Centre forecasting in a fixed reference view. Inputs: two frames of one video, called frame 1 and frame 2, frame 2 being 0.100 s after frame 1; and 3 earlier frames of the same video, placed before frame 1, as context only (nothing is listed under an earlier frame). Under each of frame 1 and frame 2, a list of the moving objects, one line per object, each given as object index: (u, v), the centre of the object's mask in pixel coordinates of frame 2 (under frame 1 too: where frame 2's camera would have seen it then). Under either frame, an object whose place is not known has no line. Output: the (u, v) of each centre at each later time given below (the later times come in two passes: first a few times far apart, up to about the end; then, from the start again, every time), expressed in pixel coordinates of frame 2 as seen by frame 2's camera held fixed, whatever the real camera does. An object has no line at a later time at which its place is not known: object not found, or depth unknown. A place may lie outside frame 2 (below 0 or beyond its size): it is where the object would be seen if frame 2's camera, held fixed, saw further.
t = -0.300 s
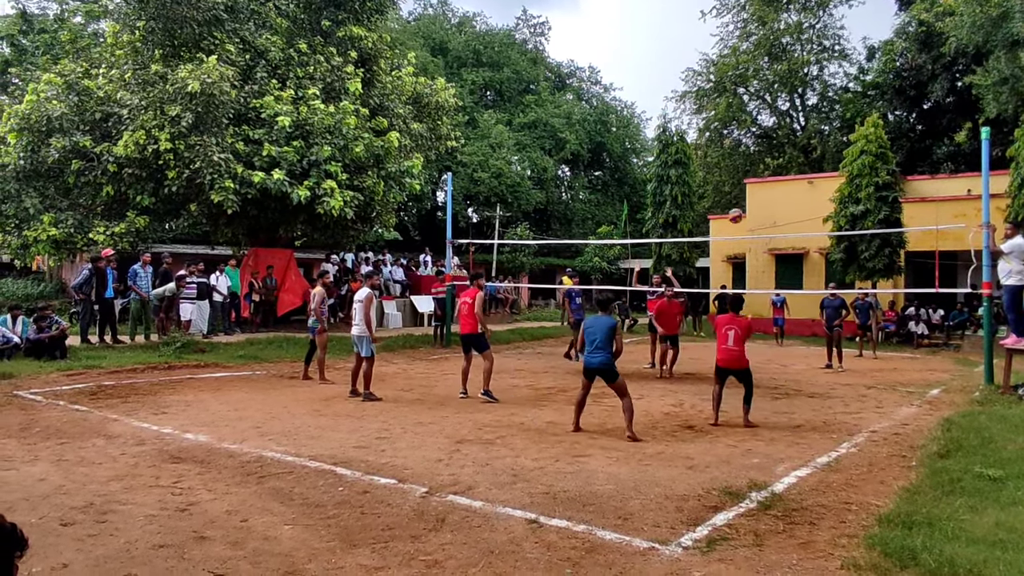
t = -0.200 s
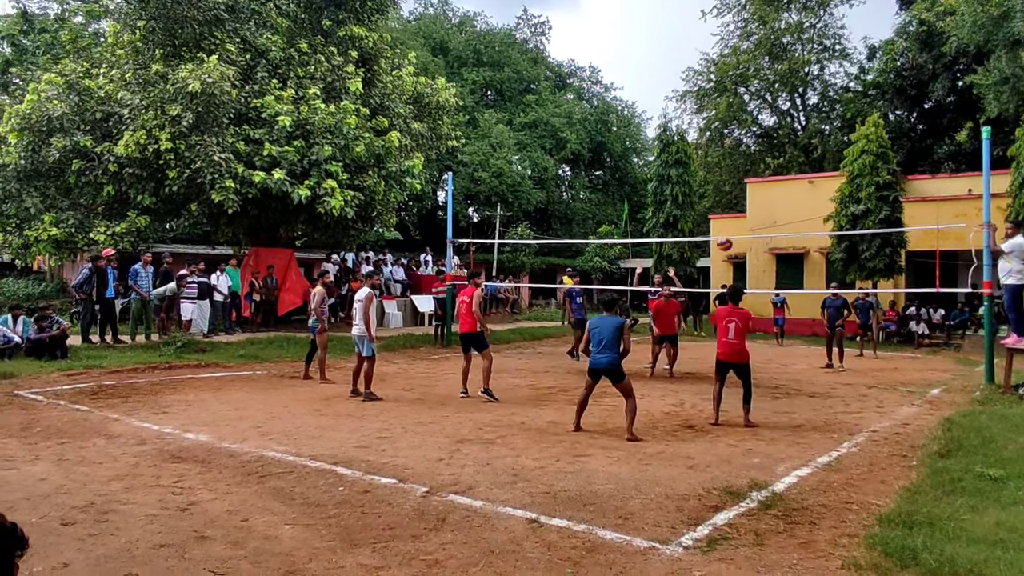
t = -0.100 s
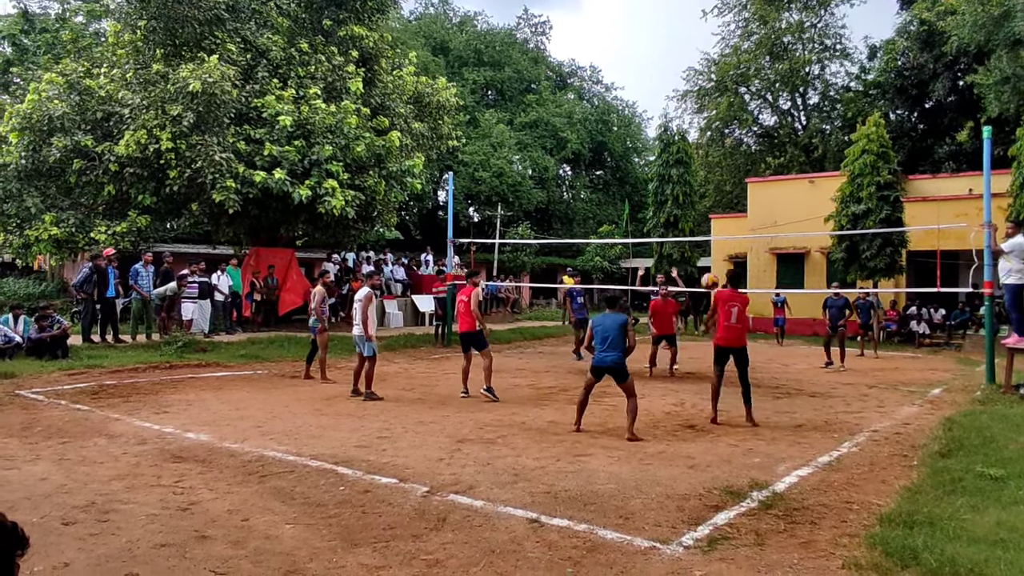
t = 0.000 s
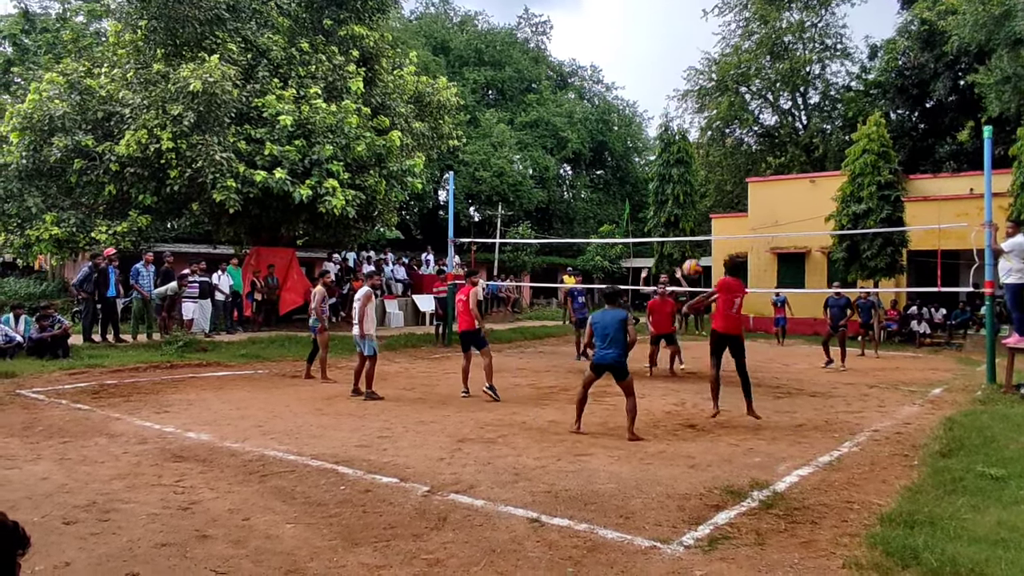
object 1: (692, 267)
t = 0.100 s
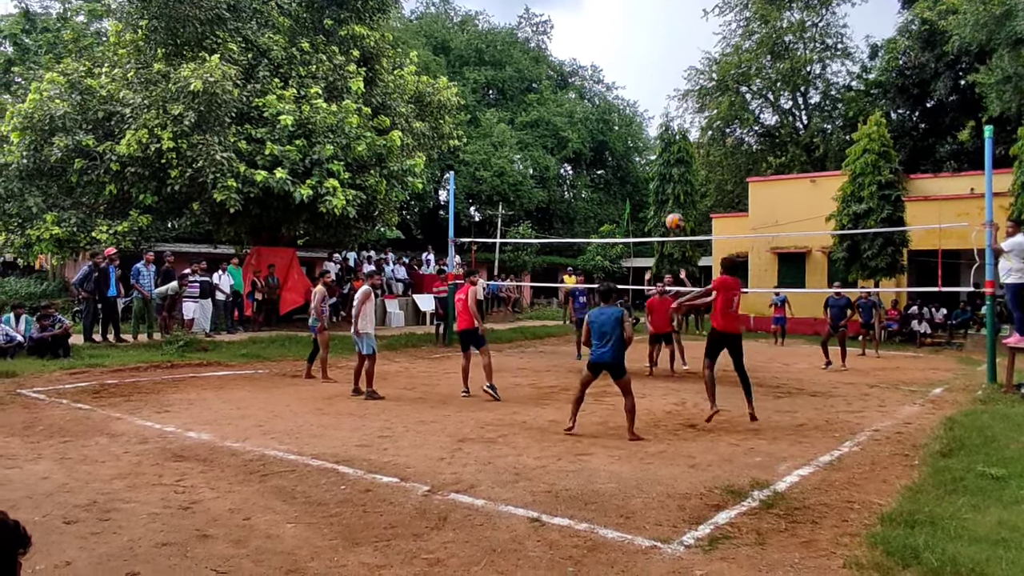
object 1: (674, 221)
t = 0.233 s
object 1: (653, 178)
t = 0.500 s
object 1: (612, 139)
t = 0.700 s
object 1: (587, 146)
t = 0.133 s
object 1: (669, 208)
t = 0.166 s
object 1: (663, 197)
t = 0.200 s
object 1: (657, 186)
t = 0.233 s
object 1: (653, 178)
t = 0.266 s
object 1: (647, 169)
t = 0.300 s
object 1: (642, 162)
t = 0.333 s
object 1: (637, 156)
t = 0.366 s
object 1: (631, 151)
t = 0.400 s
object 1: (627, 146)
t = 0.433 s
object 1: (623, 143)
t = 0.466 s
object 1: (617, 141)
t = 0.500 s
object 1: (612, 139)
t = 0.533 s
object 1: (608, 138)
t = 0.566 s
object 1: (603, 138)
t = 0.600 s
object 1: (599, 139)
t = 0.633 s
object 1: (595, 140)
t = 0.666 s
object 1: (591, 143)
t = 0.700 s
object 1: (587, 146)
